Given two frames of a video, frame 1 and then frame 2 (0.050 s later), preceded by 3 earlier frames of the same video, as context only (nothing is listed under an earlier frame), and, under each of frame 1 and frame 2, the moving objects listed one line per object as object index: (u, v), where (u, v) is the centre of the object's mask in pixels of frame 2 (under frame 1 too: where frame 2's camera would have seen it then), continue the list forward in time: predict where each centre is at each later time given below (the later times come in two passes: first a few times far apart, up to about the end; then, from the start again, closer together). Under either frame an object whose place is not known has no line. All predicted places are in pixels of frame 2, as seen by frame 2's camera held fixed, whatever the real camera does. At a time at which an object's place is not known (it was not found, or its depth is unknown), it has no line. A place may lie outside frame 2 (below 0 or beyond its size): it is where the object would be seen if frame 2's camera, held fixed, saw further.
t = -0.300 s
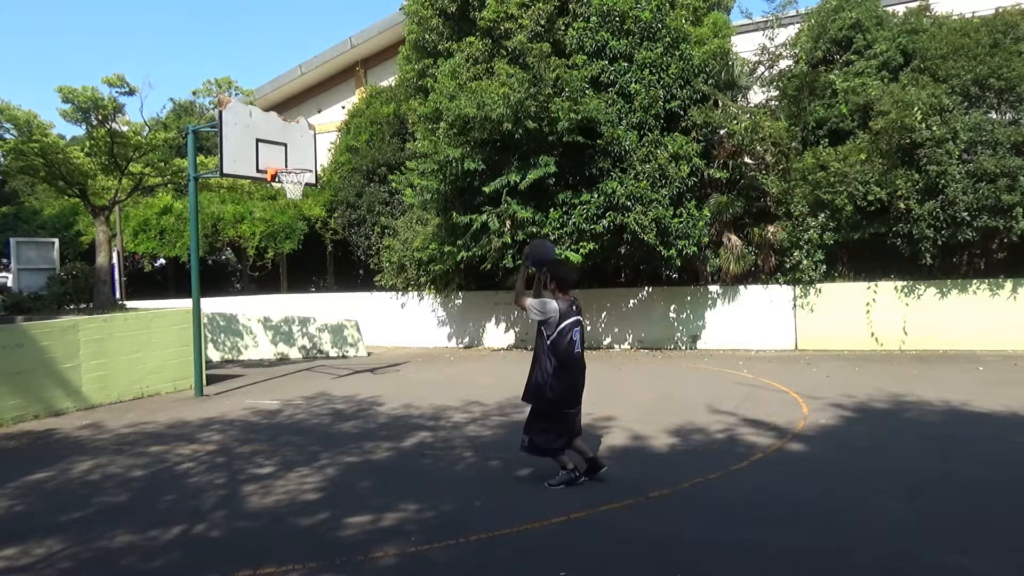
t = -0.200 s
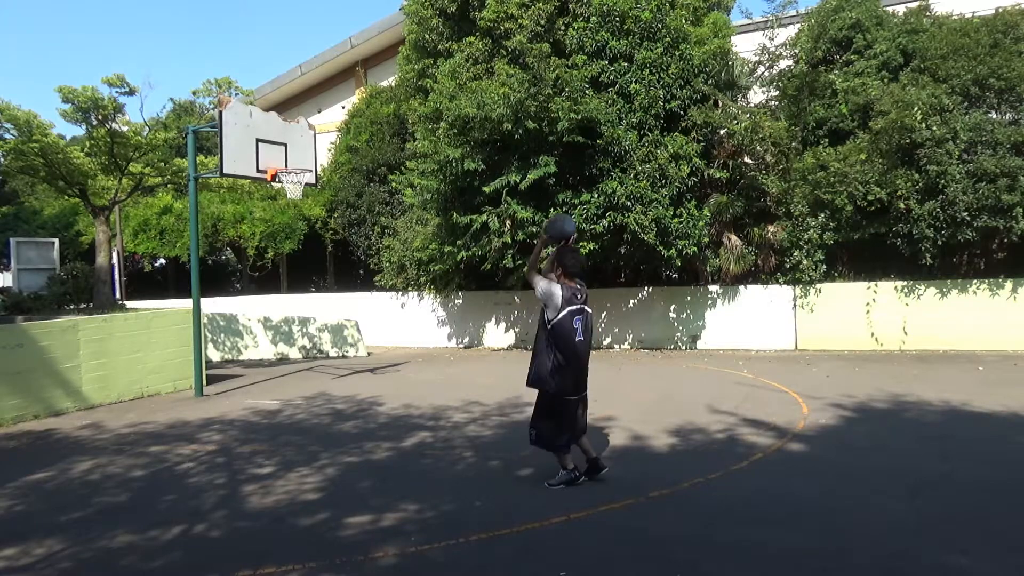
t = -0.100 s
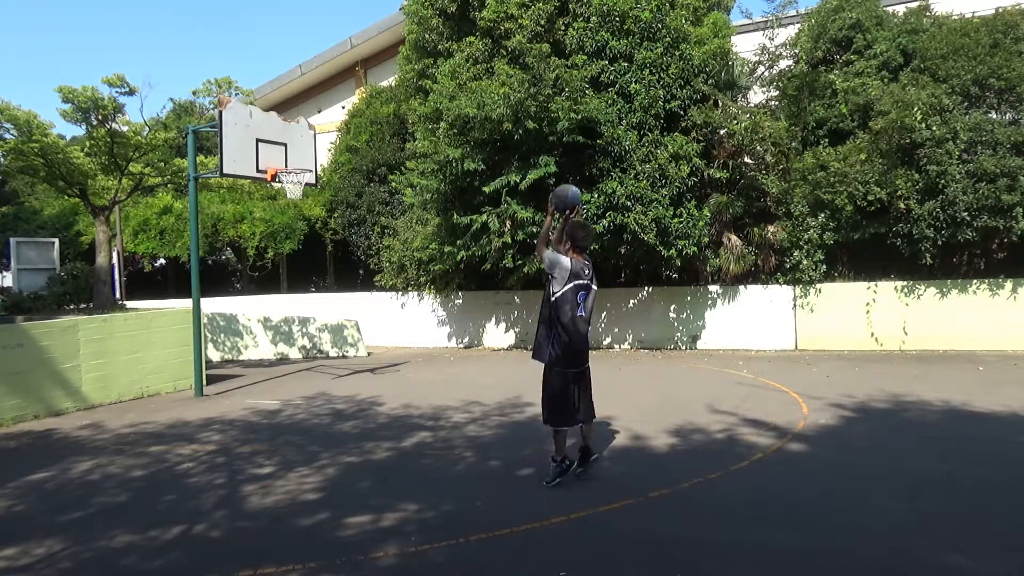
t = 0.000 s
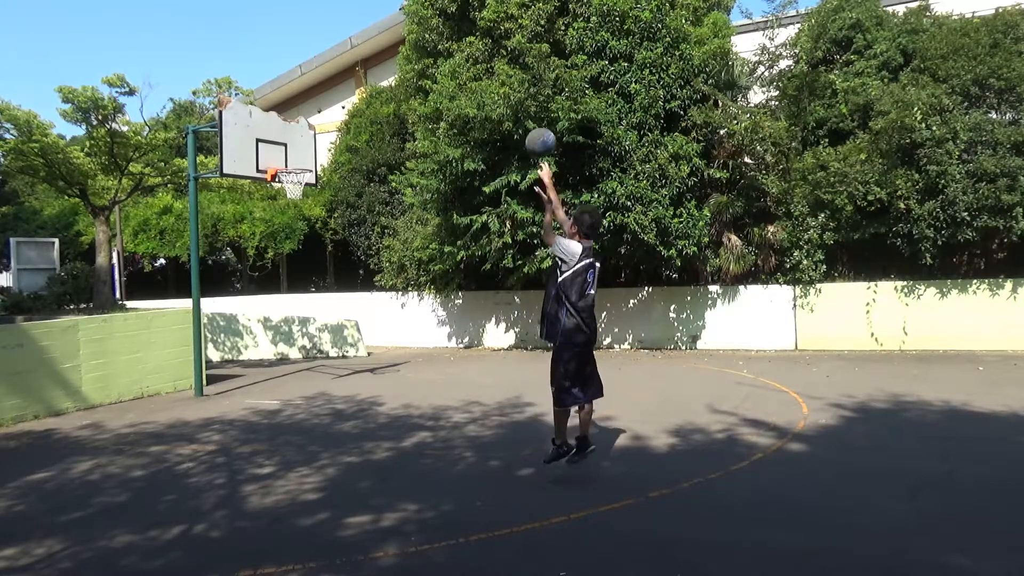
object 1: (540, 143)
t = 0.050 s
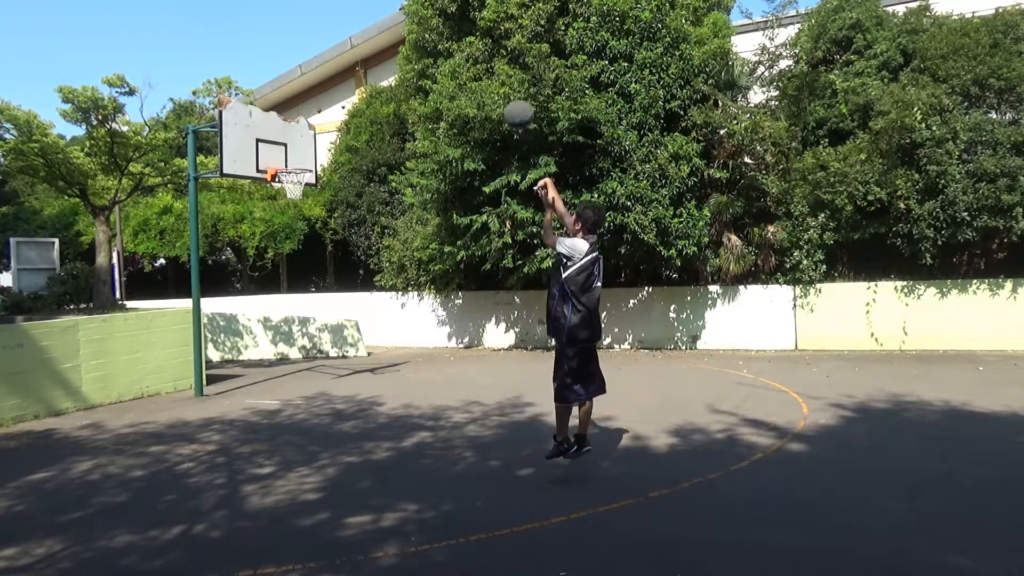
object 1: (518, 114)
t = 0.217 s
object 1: (456, 53)
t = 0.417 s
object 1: (399, 28)
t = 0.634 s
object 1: (353, 48)
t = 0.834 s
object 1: (320, 96)
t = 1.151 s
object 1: (288, 200)
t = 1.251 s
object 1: (284, 231)
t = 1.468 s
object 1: (279, 328)
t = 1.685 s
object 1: (274, 364)
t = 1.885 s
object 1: (272, 291)
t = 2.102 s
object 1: (271, 245)
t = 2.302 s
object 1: (272, 234)
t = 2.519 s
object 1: (277, 267)
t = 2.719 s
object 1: (284, 345)
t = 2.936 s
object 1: (289, 439)
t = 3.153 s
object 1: (282, 346)
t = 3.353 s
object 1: (277, 303)
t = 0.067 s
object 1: (513, 107)
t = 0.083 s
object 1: (506, 99)
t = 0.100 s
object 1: (498, 91)
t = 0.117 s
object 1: (492, 84)
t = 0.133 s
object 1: (486, 78)
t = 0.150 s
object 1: (481, 72)
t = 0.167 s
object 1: (474, 67)
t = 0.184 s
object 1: (468, 61)
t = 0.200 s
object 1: (462, 57)
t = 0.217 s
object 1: (456, 53)
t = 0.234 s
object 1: (451, 49)
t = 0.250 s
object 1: (446, 46)
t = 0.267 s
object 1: (440, 42)
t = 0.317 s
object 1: (426, 35)
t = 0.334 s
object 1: (421, 33)
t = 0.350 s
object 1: (417, 31)
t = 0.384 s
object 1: (408, 30)
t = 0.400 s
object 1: (403, 30)
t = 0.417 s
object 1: (399, 28)
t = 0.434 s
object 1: (395, 28)
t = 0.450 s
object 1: (391, 29)
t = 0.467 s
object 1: (387, 30)
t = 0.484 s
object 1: (383, 32)
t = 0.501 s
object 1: (380, 32)
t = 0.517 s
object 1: (376, 33)
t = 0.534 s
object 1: (372, 34)
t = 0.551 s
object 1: (369, 36)
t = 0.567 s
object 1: (365, 38)
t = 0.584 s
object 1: (362, 40)
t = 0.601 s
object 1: (359, 43)
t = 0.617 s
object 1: (356, 45)
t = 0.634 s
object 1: (353, 48)
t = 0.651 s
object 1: (350, 51)
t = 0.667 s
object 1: (347, 54)
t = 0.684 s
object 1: (344, 58)
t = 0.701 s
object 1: (341, 61)
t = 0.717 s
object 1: (338, 65)
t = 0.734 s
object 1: (337, 67)
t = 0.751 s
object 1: (333, 72)
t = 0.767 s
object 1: (332, 77)
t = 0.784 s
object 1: (328, 81)
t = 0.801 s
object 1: (325, 86)
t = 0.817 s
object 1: (323, 91)
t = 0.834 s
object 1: (320, 96)
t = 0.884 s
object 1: (314, 111)
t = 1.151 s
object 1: (288, 200)
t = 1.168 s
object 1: (287, 205)
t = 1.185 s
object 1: (287, 209)
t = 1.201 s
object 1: (286, 214)
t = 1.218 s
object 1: (286, 219)
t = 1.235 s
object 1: (285, 225)
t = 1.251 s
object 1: (284, 231)
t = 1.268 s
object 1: (284, 237)
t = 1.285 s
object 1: (283, 243)
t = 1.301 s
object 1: (283, 250)
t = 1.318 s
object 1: (282, 256)
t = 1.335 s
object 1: (282, 264)
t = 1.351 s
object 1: (282, 271)
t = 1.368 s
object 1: (281, 278)
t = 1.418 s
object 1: (280, 302)
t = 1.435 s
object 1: (279, 310)
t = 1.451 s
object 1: (279, 319)
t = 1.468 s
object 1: (279, 328)
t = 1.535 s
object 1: (277, 365)
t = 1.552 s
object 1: (276, 375)
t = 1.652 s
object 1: (274, 378)
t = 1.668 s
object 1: (274, 371)
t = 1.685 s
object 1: (274, 364)
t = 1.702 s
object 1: (273, 357)
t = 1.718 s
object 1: (274, 350)
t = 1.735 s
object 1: (273, 343)
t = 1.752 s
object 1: (273, 337)
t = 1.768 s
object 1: (273, 331)
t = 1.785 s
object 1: (273, 324)
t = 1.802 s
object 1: (272, 319)
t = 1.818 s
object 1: (272, 313)
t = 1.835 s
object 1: (272, 307)
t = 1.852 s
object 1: (272, 301)
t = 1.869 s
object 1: (272, 296)
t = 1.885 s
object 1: (272, 291)
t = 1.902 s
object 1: (272, 287)
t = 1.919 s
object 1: (271, 283)
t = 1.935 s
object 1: (271, 277)
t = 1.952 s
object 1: (271, 273)
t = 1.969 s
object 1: (271, 269)
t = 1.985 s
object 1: (271, 265)
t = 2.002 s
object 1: (271, 262)
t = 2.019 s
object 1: (271, 259)
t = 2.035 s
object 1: (271, 255)
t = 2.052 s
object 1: (271, 253)
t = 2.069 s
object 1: (271, 250)
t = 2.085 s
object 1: (271, 247)
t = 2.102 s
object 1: (271, 245)
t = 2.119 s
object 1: (271, 243)
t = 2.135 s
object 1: (271, 241)
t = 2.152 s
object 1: (271, 239)
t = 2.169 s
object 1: (272, 237)
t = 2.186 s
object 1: (271, 237)
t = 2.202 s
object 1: (272, 235)
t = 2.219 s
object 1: (272, 234)
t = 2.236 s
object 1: (272, 234)
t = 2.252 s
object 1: (272, 234)
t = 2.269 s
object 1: (272, 234)
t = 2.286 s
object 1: (272, 234)
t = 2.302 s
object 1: (272, 234)
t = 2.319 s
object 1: (272, 234)
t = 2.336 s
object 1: (272, 236)
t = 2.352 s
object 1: (272, 237)
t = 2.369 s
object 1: (273, 239)
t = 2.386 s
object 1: (273, 240)
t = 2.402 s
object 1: (274, 243)
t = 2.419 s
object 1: (274, 244)
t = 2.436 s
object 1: (274, 247)
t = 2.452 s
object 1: (275, 250)
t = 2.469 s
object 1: (275, 254)
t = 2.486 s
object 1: (276, 258)
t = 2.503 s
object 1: (277, 262)
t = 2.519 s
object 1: (277, 267)
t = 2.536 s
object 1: (278, 270)
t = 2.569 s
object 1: (278, 281)
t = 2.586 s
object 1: (279, 286)
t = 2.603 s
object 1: (279, 292)
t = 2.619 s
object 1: (280, 299)
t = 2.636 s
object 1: (281, 306)
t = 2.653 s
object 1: (281, 313)
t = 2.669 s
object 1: (282, 320)
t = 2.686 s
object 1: (282, 328)
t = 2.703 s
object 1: (283, 336)
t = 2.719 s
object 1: (284, 345)
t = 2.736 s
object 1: (284, 354)
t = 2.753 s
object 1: (285, 363)
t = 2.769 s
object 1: (285, 372)
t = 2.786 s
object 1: (286, 382)
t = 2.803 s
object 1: (287, 393)
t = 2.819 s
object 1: (288, 404)
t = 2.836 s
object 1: (288, 415)
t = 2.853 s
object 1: (289, 427)
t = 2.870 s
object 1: (289, 440)
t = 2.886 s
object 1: (290, 454)
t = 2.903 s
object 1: (290, 457)
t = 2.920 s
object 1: (289, 448)
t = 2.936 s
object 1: (289, 439)
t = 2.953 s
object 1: (288, 430)
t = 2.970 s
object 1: (288, 421)
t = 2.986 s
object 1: (288, 413)
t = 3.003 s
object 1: (287, 405)
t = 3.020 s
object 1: (286, 398)
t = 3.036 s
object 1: (286, 390)
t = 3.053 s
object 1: (285, 383)
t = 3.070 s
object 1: (285, 377)
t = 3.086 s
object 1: (284, 371)
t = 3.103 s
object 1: (284, 364)
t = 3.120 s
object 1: (283, 358)
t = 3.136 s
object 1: (283, 352)
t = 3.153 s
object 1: (282, 346)
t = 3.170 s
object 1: (281, 341)
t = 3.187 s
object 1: (281, 336)
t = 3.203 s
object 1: (280, 332)
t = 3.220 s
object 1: (280, 327)
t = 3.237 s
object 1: (279, 323)
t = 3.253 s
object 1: (279, 320)
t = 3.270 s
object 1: (279, 316)
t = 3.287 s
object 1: (278, 313)
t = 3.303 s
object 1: (278, 310)
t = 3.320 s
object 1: (278, 307)
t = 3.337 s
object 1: (277, 305)
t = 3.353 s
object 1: (277, 303)
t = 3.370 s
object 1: (276, 302)
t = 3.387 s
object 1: (276, 300)
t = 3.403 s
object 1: (276, 300)
